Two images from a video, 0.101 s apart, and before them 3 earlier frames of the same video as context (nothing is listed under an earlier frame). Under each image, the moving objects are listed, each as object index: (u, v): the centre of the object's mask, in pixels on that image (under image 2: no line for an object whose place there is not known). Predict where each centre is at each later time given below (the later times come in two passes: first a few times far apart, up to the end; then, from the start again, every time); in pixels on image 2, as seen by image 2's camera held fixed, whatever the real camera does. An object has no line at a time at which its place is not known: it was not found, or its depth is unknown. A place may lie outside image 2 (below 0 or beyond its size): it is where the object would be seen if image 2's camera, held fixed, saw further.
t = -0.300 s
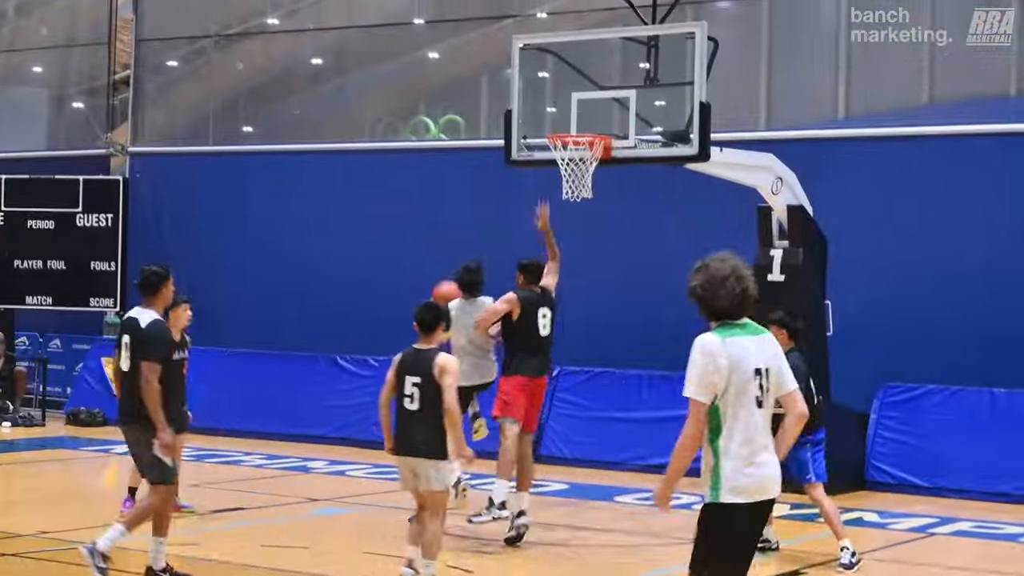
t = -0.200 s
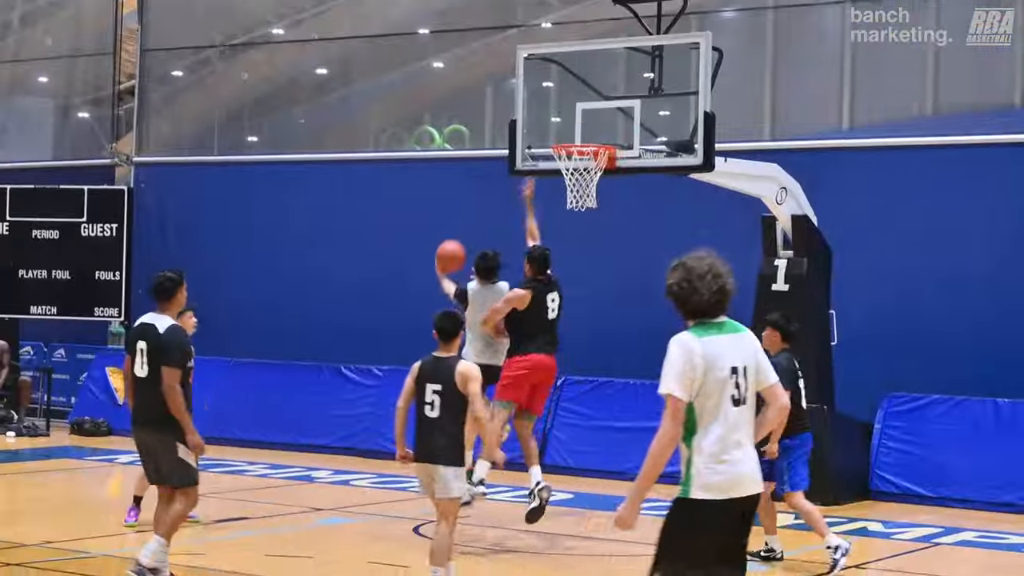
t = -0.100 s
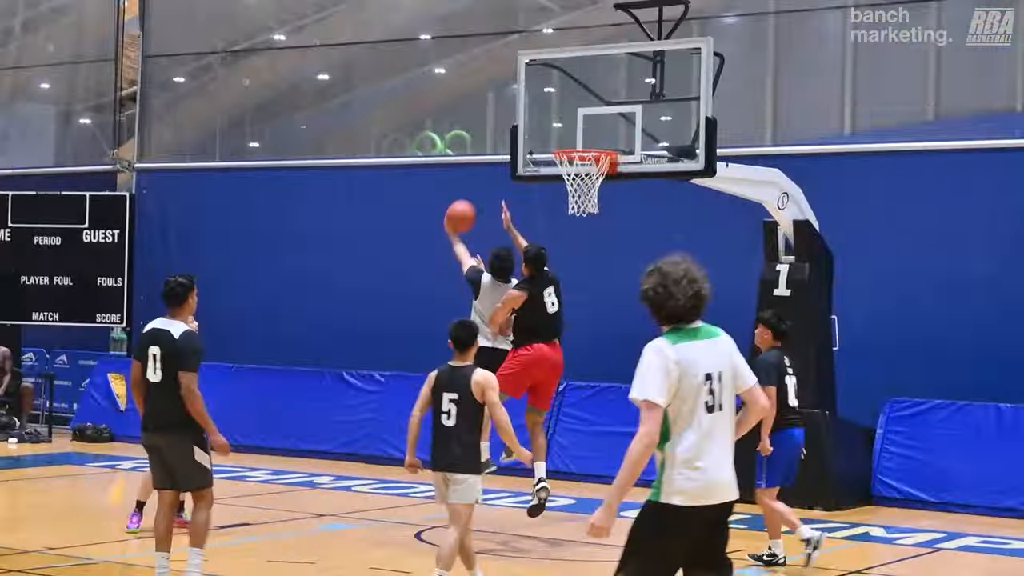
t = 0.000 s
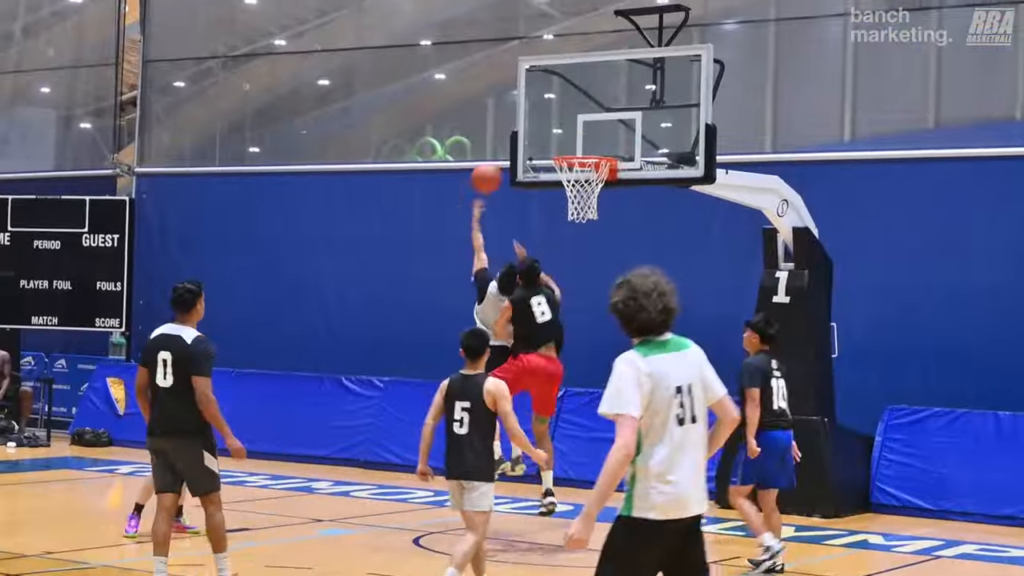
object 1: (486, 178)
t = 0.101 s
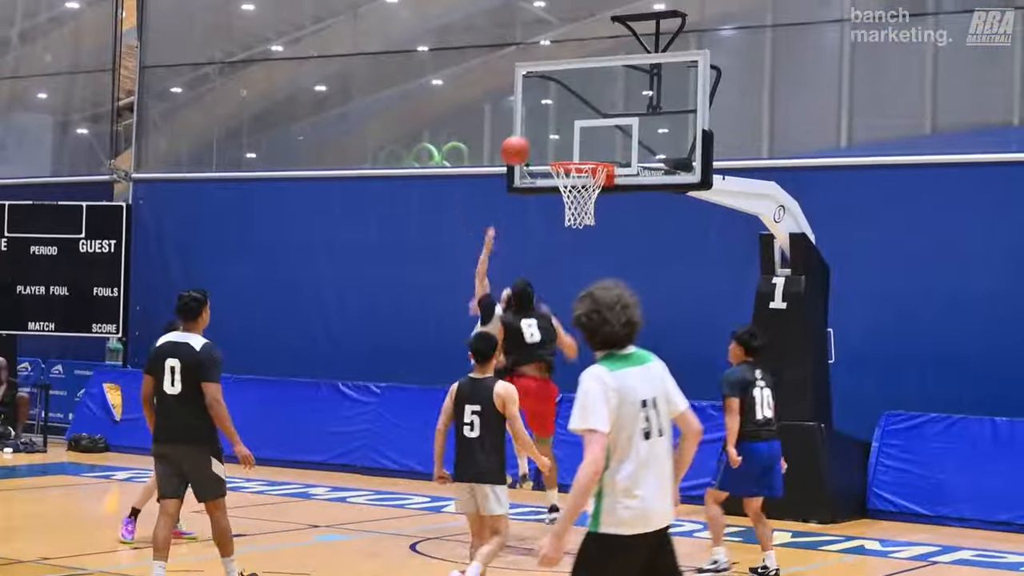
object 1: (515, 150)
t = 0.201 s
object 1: (547, 128)
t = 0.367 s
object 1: (582, 117)
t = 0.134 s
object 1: (525, 142)
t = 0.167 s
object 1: (536, 134)
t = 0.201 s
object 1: (547, 128)
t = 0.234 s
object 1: (557, 123)
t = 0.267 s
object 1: (567, 120)
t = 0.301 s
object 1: (577, 118)
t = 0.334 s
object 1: (581, 118)
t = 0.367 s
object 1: (582, 117)
